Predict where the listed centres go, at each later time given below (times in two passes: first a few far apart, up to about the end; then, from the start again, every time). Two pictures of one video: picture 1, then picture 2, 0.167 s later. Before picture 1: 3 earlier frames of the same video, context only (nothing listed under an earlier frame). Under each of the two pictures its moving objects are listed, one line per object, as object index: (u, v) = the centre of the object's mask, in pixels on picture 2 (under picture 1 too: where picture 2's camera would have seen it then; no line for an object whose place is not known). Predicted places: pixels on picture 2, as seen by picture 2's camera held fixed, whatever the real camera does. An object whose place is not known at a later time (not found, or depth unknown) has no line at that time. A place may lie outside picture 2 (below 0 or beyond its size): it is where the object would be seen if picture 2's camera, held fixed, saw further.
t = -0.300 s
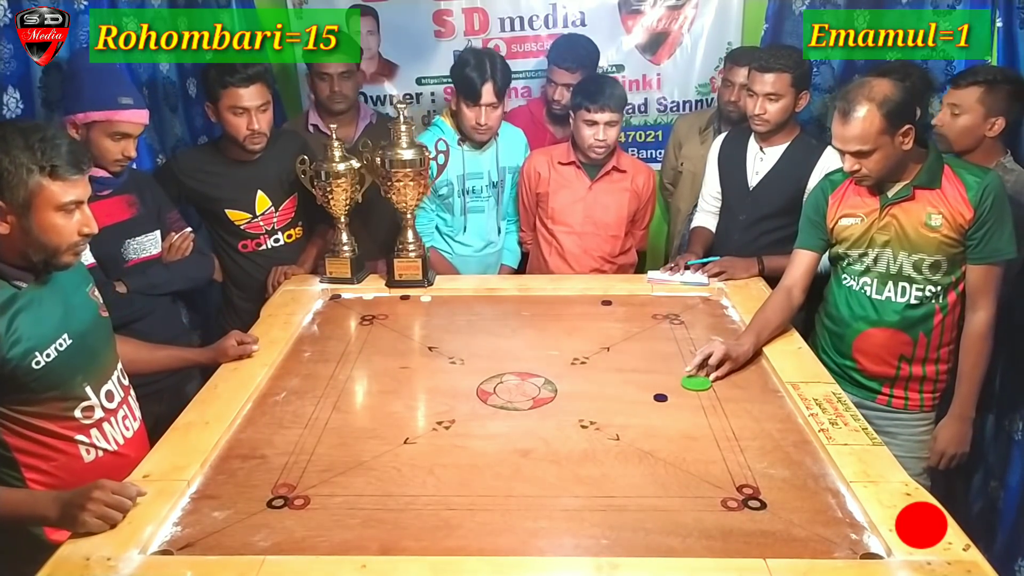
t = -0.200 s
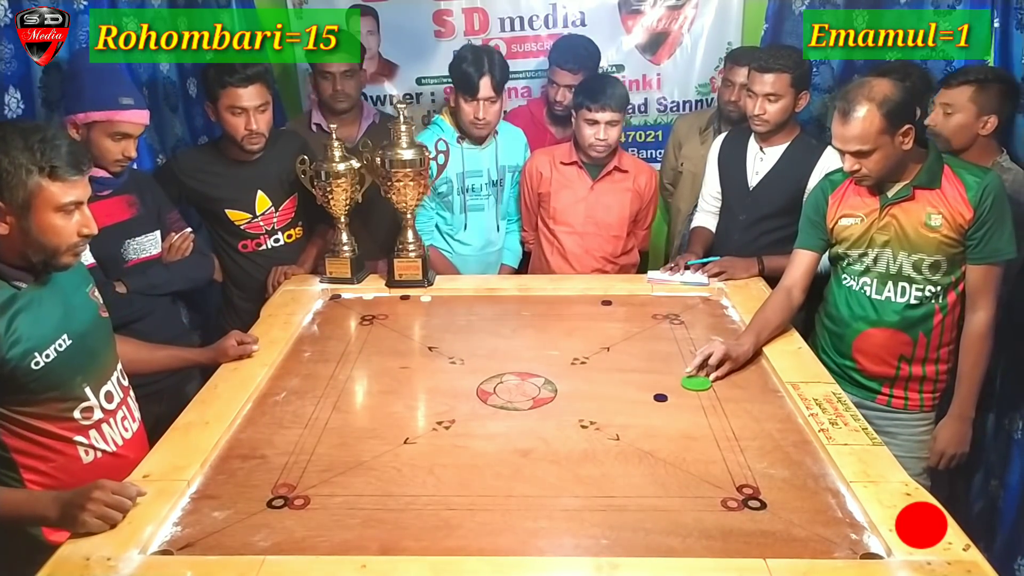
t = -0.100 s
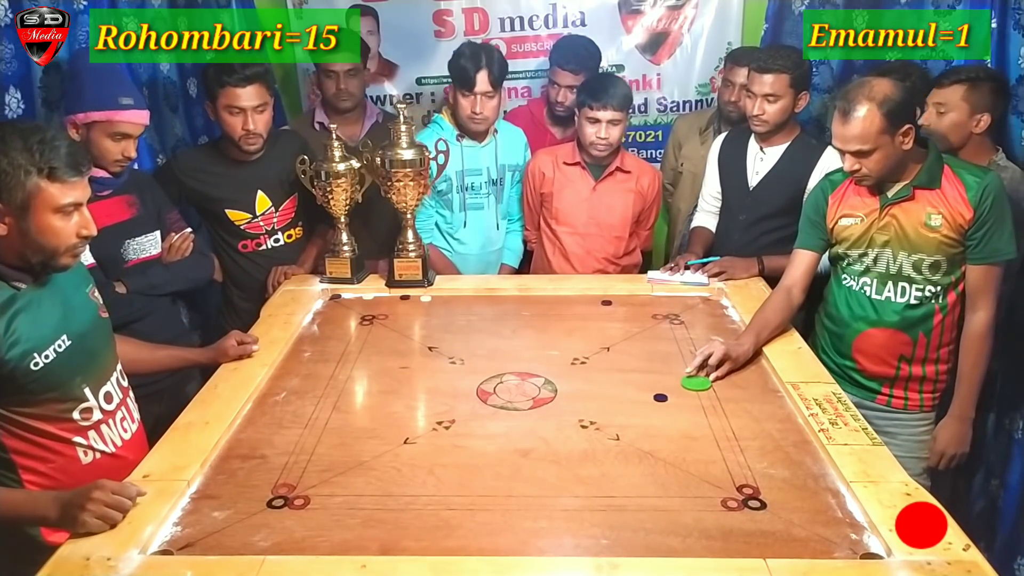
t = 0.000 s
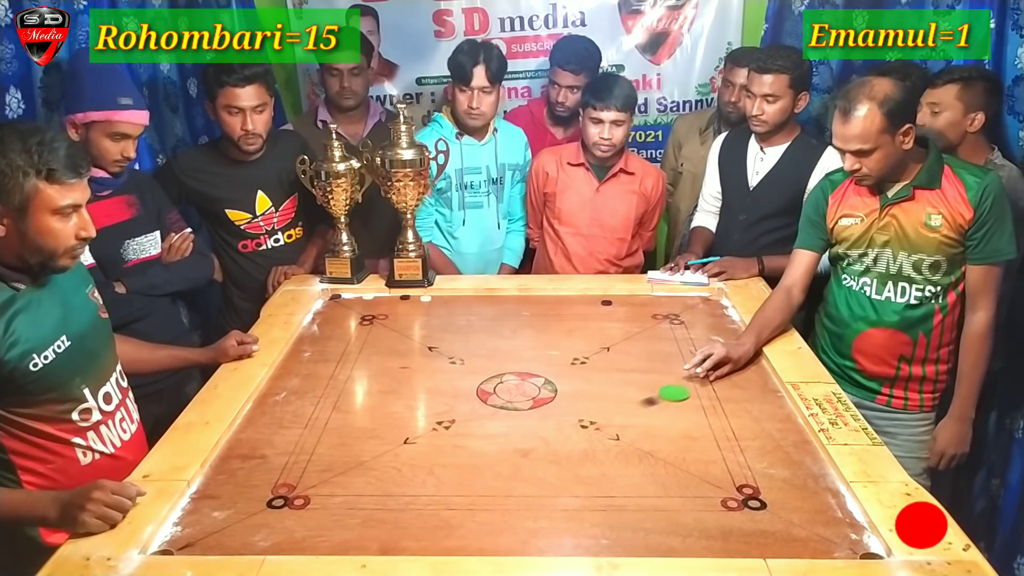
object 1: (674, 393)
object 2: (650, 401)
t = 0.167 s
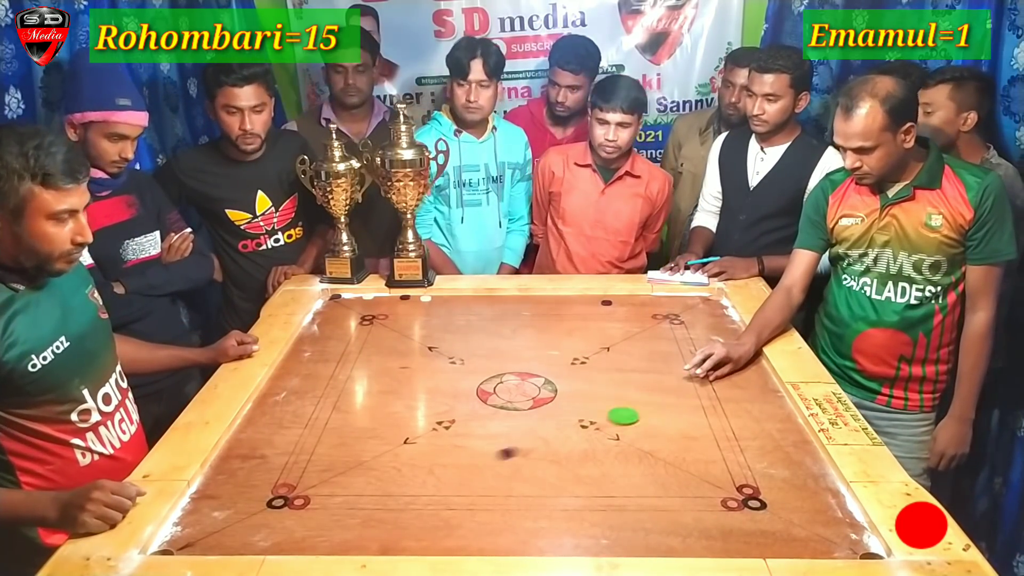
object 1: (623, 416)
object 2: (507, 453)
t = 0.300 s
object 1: (587, 430)
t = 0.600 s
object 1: (527, 450)
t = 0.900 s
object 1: (515, 453)
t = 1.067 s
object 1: (514, 453)
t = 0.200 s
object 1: (613, 420)
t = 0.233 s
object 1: (604, 424)
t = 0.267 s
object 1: (595, 427)
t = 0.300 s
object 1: (587, 430)
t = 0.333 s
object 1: (578, 434)
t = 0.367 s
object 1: (570, 436)
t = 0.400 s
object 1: (562, 439)
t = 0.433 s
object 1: (556, 441)
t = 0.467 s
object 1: (549, 444)
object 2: (233, 546)
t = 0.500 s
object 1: (543, 446)
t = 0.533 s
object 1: (537, 447)
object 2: (183, 553)
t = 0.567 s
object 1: (532, 449)
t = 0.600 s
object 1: (527, 450)
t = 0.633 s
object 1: (522, 451)
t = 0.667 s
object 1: (521, 452)
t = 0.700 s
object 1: (518, 452)
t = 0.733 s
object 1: (516, 453)
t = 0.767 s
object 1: (515, 453)
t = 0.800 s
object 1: (515, 453)
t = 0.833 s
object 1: (515, 453)
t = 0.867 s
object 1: (514, 453)
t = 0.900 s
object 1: (515, 453)
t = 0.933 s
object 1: (514, 453)
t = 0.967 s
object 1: (515, 453)
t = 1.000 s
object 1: (514, 453)
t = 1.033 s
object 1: (514, 453)
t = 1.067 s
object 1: (514, 453)
